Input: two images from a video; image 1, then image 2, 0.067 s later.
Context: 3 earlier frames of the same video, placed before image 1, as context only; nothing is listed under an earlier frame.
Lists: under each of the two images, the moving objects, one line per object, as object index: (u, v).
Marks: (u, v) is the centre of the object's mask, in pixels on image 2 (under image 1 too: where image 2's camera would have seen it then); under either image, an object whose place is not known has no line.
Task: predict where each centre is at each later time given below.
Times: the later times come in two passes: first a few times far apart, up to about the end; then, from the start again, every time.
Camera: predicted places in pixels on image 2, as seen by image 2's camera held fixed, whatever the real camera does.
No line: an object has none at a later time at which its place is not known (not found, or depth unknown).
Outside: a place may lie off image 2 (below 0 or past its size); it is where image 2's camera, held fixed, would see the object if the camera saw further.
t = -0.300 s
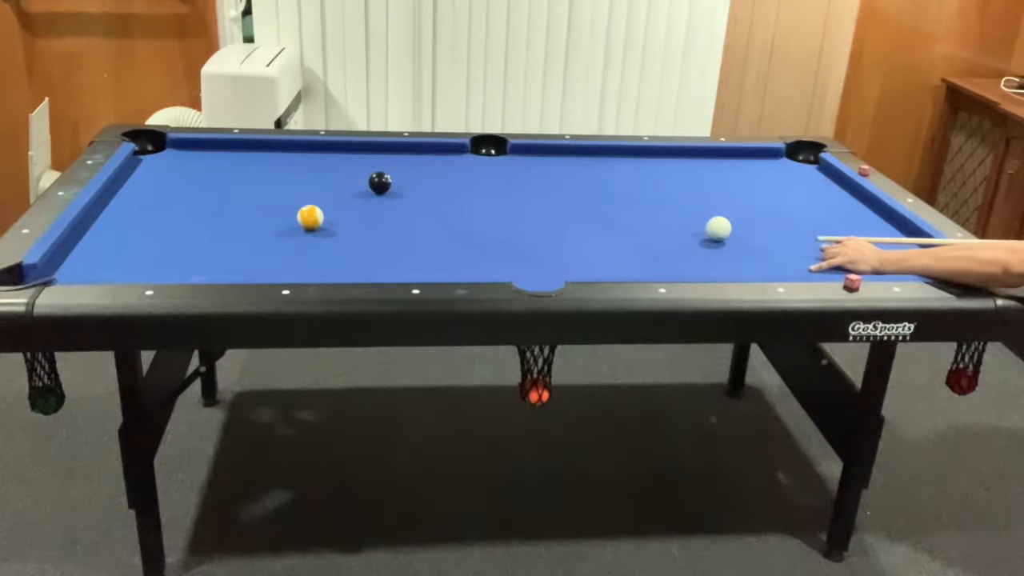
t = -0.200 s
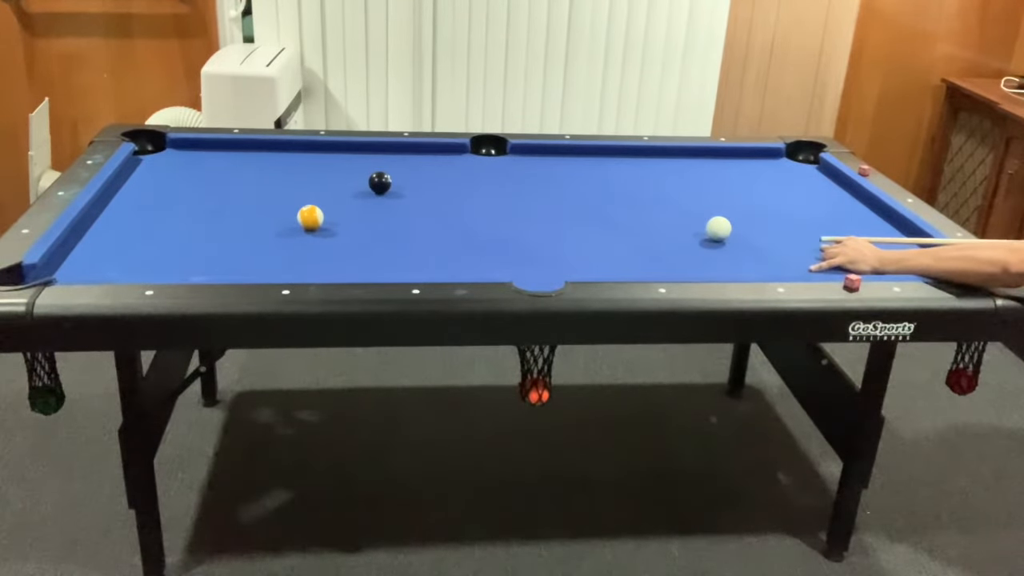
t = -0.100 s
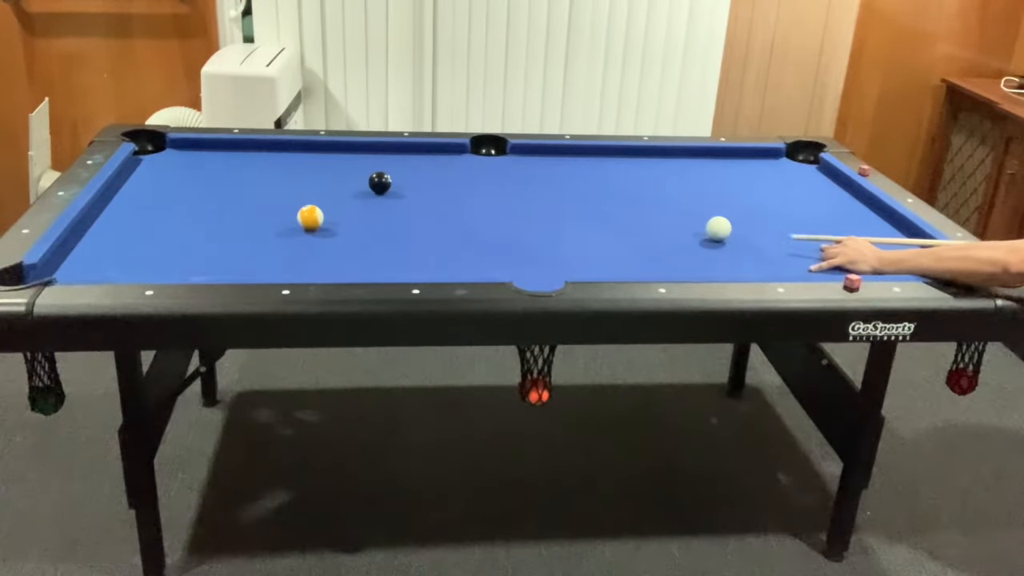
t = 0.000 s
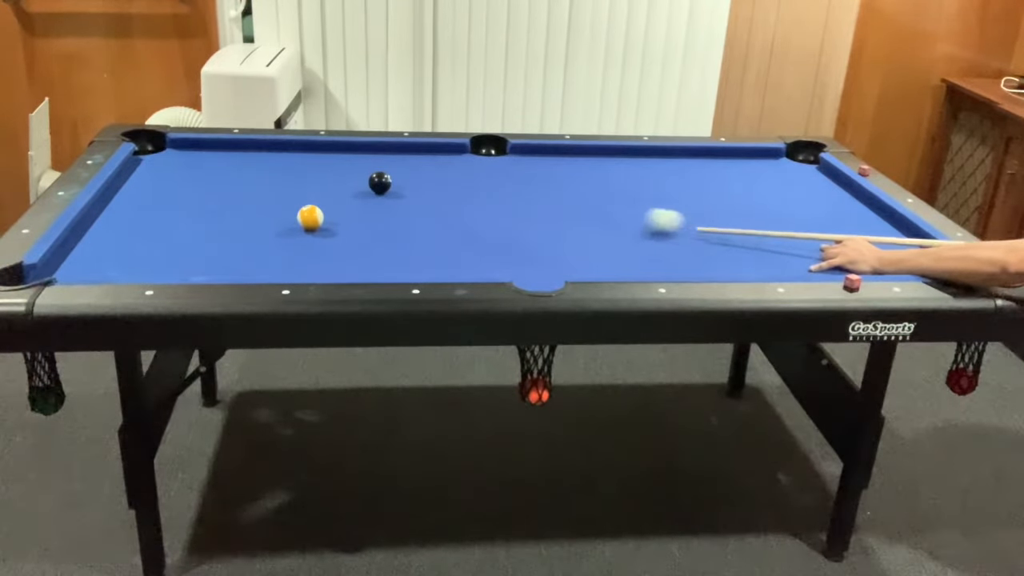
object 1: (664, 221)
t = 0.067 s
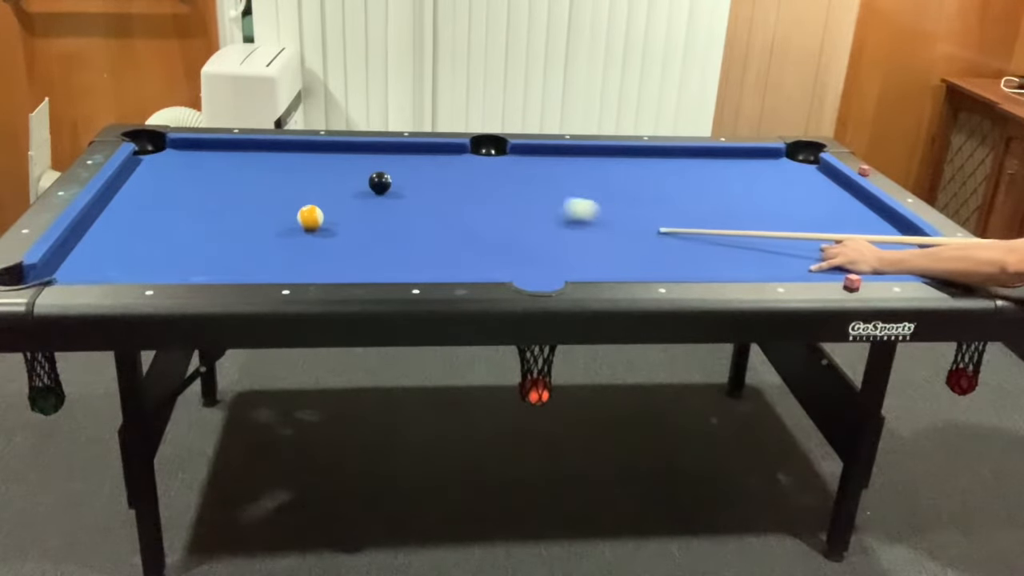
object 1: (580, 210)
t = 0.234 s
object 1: (406, 187)
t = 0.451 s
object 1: (377, 189)
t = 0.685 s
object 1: (353, 192)
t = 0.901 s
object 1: (331, 195)
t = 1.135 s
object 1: (308, 196)
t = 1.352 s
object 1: (289, 200)
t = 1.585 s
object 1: (269, 202)
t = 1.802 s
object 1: (251, 204)
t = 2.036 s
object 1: (234, 207)
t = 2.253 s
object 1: (220, 209)
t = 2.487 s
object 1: (206, 210)
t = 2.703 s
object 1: (194, 212)
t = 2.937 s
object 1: (184, 213)
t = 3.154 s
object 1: (176, 214)
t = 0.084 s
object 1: (560, 207)
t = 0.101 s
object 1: (542, 205)
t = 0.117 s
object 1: (522, 203)
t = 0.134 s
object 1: (504, 200)
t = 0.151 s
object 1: (487, 198)
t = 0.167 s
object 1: (470, 195)
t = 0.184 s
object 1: (453, 193)
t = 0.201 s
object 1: (437, 191)
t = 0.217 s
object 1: (421, 189)
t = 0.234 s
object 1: (406, 187)
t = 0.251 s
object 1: (399, 186)
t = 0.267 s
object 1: (397, 187)
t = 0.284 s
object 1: (395, 187)
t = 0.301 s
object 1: (394, 187)
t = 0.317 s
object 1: (391, 188)
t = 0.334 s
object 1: (390, 188)
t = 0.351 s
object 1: (388, 188)
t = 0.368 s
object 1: (386, 188)
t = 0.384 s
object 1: (385, 188)
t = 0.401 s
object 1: (383, 188)
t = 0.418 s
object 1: (381, 189)
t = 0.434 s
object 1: (379, 189)
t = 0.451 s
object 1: (377, 189)
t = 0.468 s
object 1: (376, 189)
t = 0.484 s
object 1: (374, 189)
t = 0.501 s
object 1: (372, 190)
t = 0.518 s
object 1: (370, 190)
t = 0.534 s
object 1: (369, 190)
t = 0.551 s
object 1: (367, 190)
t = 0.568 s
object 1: (365, 191)
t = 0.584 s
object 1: (363, 191)
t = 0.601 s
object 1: (361, 191)
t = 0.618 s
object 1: (360, 191)
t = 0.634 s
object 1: (358, 192)
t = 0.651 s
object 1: (356, 192)
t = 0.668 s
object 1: (355, 192)
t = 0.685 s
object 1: (353, 192)
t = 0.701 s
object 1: (351, 192)
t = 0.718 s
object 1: (350, 192)
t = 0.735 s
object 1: (348, 193)
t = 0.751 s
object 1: (346, 193)
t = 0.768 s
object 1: (345, 193)
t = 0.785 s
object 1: (343, 193)
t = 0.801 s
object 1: (341, 194)
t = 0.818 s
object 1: (339, 194)
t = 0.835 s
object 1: (337, 194)
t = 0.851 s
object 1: (336, 194)
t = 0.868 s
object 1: (334, 194)
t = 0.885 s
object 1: (333, 195)
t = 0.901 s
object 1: (331, 195)
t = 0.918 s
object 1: (329, 195)
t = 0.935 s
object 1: (328, 195)
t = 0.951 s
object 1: (326, 195)
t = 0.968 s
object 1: (325, 196)
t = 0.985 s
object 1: (323, 196)
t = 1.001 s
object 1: (321, 195)
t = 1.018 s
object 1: (320, 195)
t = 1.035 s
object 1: (318, 195)
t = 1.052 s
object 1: (317, 195)
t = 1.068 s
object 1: (315, 195)
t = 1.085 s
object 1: (313, 195)
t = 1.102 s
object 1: (312, 195)
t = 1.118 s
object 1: (310, 195)
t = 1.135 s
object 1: (308, 196)
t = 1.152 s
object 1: (307, 196)
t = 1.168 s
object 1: (305, 196)
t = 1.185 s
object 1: (303, 196)
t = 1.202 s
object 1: (302, 197)
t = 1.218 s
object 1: (300, 197)
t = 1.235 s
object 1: (299, 197)
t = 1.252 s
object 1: (297, 198)
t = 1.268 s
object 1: (296, 198)
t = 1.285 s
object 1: (294, 198)
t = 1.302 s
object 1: (293, 199)
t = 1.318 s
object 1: (291, 199)
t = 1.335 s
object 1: (290, 200)
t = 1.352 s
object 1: (289, 200)
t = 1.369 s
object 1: (287, 200)
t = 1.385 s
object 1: (286, 200)
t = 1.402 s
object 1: (284, 200)
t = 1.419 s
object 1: (283, 201)
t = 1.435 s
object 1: (281, 201)
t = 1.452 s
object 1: (280, 201)
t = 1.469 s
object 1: (278, 201)
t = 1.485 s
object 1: (277, 201)
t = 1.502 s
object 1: (276, 201)
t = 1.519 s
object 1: (274, 202)
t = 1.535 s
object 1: (273, 202)
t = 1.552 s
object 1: (271, 202)
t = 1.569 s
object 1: (270, 202)
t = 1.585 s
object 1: (269, 202)
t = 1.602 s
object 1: (267, 203)
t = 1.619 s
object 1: (266, 203)
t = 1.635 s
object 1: (264, 203)
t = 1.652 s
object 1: (263, 203)
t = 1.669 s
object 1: (262, 203)
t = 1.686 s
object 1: (260, 203)
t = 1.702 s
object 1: (259, 203)
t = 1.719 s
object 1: (258, 204)
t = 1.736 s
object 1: (256, 204)
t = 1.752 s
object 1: (255, 204)
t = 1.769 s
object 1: (254, 204)
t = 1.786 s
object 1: (253, 204)
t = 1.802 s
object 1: (251, 204)
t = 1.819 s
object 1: (250, 205)
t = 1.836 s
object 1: (249, 205)
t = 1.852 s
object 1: (247, 205)
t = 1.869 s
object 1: (246, 205)
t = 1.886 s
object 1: (245, 205)
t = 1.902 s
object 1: (244, 205)
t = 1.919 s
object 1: (243, 206)
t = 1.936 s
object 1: (241, 206)
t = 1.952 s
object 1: (240, 206)
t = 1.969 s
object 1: (239, 206)
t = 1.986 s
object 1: (238, 206)
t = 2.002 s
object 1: (236, 206)
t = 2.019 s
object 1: (235, 207)
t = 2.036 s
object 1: (234, 207)
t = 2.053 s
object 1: (233, 207)
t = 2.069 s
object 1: (232, 207)
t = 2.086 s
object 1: (231, 207)
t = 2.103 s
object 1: (229, 207)
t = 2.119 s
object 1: (228, 208)
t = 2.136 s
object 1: (227, 208)
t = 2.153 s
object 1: (226, 208)
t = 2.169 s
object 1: (225, 208)
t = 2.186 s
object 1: (224, 208)
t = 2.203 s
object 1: (223, 209)
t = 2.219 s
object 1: (222, 209)
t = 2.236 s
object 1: (221, 209)
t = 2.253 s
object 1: (220, 209)
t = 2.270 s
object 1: (219, 209)
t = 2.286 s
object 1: (217, 209)
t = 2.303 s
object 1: (216, 209)
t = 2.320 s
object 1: (215, 209)
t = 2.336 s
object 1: (214, 209)
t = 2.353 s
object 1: (213, 210)
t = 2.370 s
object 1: (212, 210)
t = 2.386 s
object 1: (211, 210)
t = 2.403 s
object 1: (210, 210)
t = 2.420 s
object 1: (210, 210)
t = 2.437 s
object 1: (209, 210)
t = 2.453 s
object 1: (208, 210)
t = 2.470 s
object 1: (207, 210)
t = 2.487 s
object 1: (206, 210)
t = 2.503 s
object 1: (205, 210)
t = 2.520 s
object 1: (204, 211)
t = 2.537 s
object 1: (203, 211)
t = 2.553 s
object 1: (202, 211)
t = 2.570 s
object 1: (201, 211)
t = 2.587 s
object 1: (200, 211)
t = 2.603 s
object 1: (199, 211)
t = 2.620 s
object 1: (198, 211)
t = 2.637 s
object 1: (197, 211)
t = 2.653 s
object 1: (197, 211)
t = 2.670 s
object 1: (196, 212)
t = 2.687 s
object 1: (195, 212)
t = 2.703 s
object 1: (194, 212)
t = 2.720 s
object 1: (193, 212)
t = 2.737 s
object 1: (192, 212)
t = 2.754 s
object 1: (192, 212)
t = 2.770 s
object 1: (191, 212)
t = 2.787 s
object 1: (190, 212)
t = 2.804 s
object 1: (190, 212)
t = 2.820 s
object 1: (189, 212)
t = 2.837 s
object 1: (188, 213)
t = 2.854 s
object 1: (187, 212)
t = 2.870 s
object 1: (187, 213)
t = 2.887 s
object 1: (186, 213)
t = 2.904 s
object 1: (185, 213)
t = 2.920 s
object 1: (185, 213)
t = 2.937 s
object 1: (184, 213)
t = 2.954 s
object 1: (183, 213)
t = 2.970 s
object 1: (183, 213)
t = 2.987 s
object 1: (182, 213)
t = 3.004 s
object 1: (181, 213)
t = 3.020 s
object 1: (181, 214)
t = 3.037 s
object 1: (180, 214)
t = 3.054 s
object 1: (180, 214)
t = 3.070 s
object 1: (179, 214)
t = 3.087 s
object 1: (179, 214)
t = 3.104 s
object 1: (178, 214)
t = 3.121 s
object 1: (177, 214)
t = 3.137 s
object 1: (177, 214)
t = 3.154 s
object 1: (176, 214)
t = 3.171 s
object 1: (176, 214)
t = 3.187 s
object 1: (175, 214)
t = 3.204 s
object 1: (175, 214)
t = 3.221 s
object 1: (175, 214)
